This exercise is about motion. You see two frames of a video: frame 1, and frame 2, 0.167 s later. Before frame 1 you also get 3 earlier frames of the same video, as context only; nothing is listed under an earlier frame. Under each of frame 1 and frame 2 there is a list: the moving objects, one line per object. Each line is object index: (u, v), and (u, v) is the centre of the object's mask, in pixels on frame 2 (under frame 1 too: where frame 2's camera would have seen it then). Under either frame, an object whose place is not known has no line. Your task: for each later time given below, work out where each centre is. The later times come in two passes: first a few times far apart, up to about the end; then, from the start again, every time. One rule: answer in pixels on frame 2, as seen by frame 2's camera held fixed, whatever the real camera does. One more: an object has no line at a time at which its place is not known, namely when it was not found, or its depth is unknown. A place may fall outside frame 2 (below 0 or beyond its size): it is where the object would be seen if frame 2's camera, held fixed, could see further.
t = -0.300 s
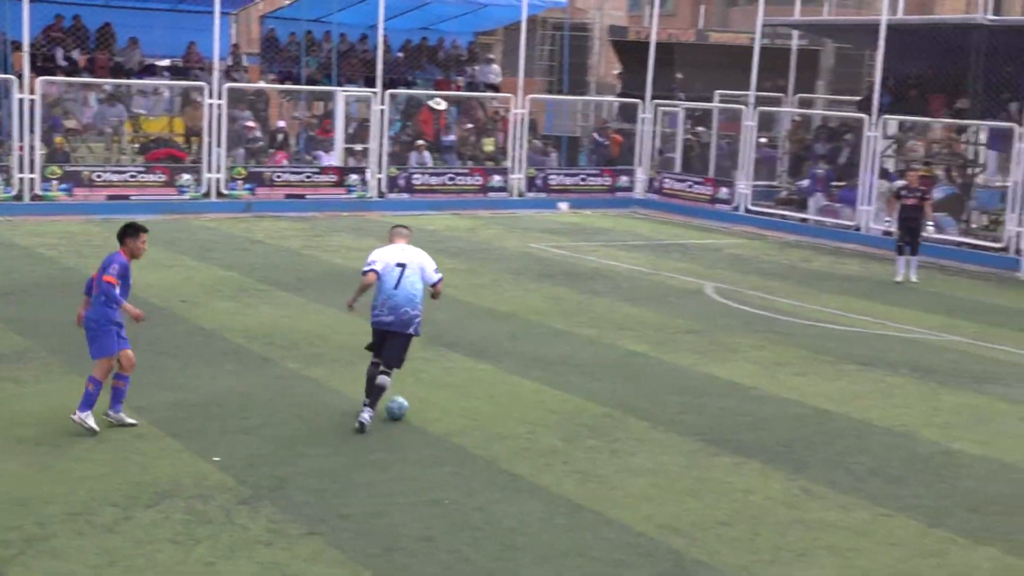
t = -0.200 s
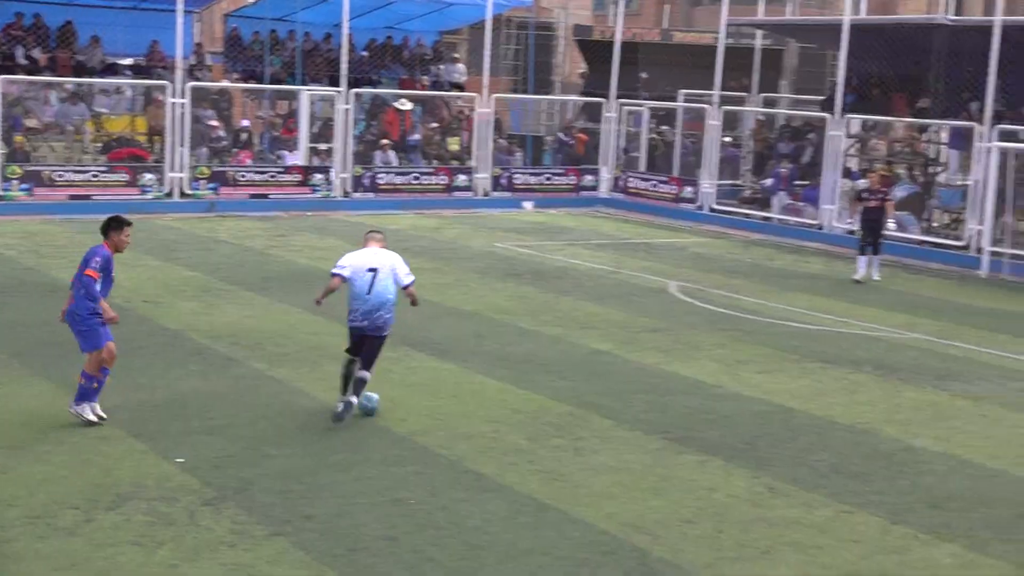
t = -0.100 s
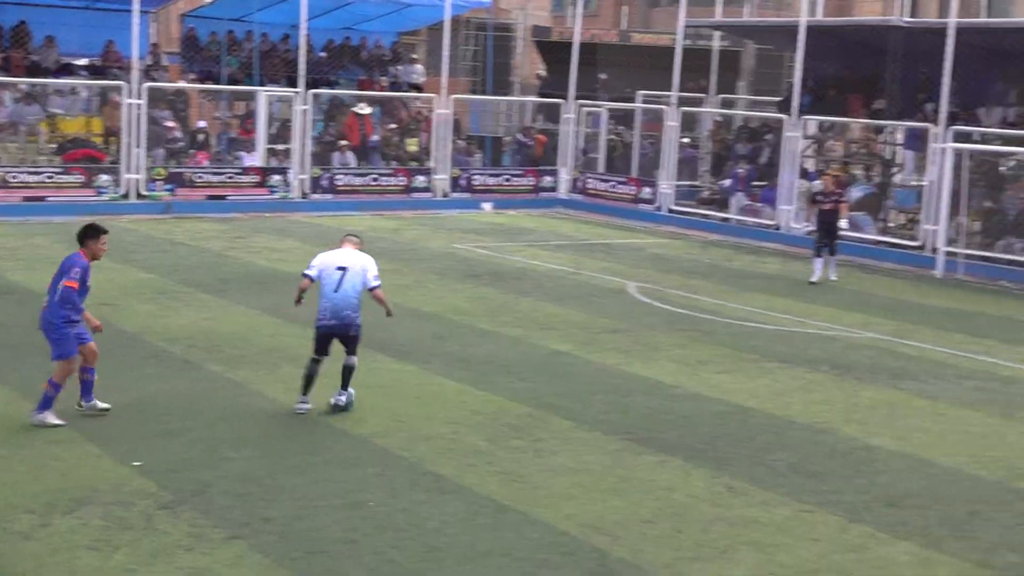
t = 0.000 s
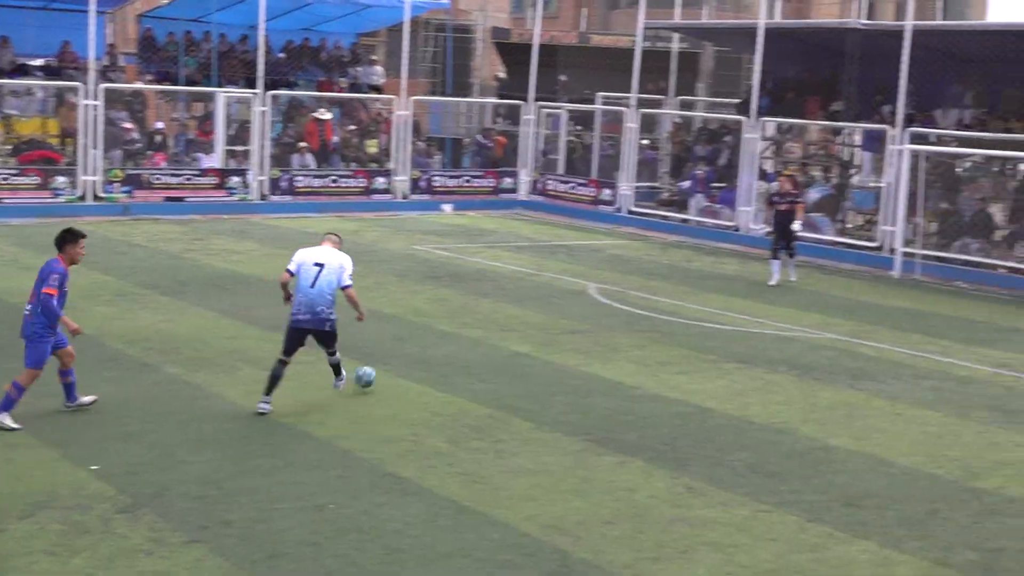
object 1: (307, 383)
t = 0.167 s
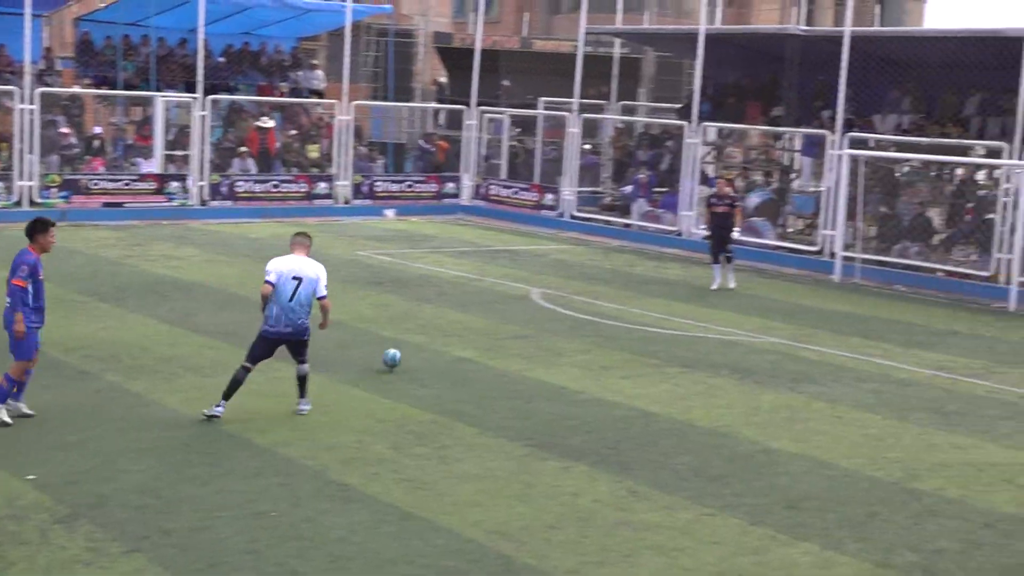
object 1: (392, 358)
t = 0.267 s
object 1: (432, 348)
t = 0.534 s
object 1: (508, 323)
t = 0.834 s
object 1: (564, 305)
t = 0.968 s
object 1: (584, 300)
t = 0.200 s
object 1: (406, 353)
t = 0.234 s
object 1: (419, 350)
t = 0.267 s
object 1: (432, 348)
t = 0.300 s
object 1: (443, 345)
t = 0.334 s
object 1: (454, 340)
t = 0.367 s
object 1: (464, 338)
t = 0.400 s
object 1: (475, 335)
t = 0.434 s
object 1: (484, 331)
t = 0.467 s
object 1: (493, 329)
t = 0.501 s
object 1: (501, 326)
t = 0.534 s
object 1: (508, 323)
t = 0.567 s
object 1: (516, 321)
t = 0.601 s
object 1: (523, 319)
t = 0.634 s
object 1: (530, 317)
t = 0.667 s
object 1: (536, 315)
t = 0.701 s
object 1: (542, 313)
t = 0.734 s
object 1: (548, 310)
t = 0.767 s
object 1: (553, 309)
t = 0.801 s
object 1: (559, 308)
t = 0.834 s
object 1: (564, 305)
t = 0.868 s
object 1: (569, 304)
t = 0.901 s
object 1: (574, 303)
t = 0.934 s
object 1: (579, 301)
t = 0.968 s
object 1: (584, 300)
